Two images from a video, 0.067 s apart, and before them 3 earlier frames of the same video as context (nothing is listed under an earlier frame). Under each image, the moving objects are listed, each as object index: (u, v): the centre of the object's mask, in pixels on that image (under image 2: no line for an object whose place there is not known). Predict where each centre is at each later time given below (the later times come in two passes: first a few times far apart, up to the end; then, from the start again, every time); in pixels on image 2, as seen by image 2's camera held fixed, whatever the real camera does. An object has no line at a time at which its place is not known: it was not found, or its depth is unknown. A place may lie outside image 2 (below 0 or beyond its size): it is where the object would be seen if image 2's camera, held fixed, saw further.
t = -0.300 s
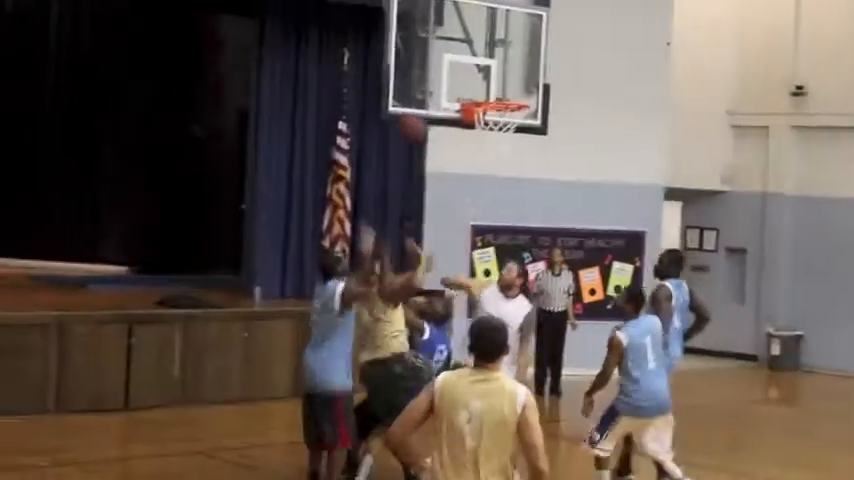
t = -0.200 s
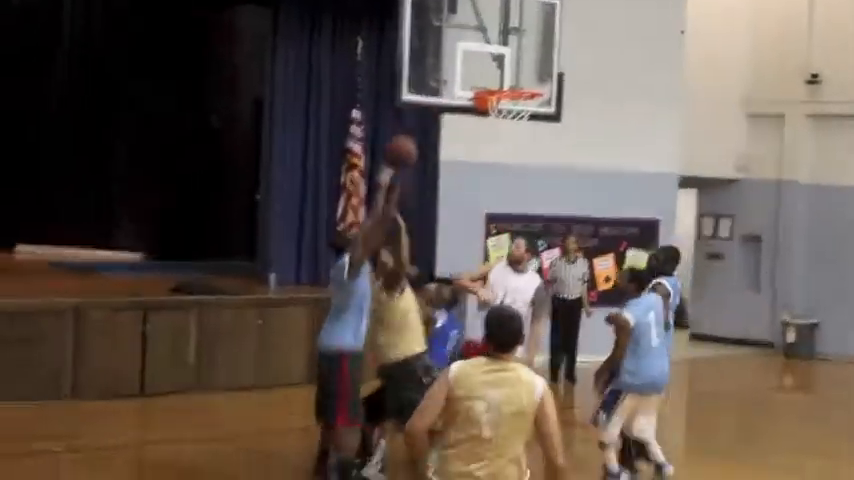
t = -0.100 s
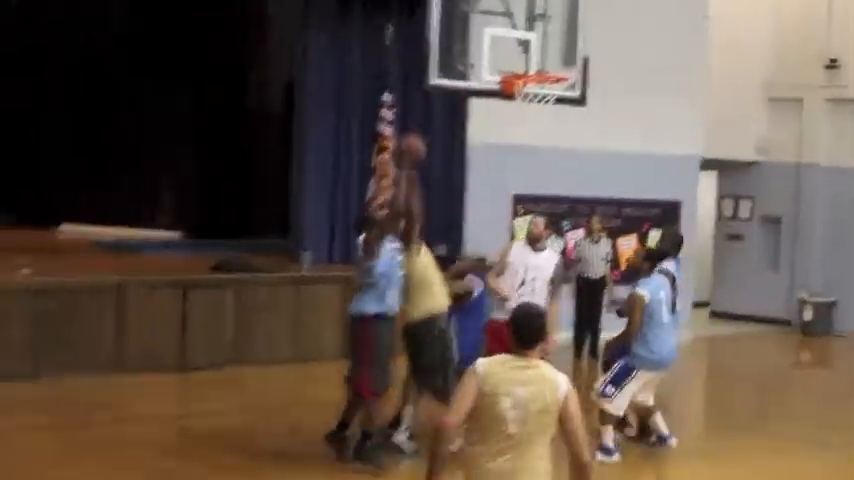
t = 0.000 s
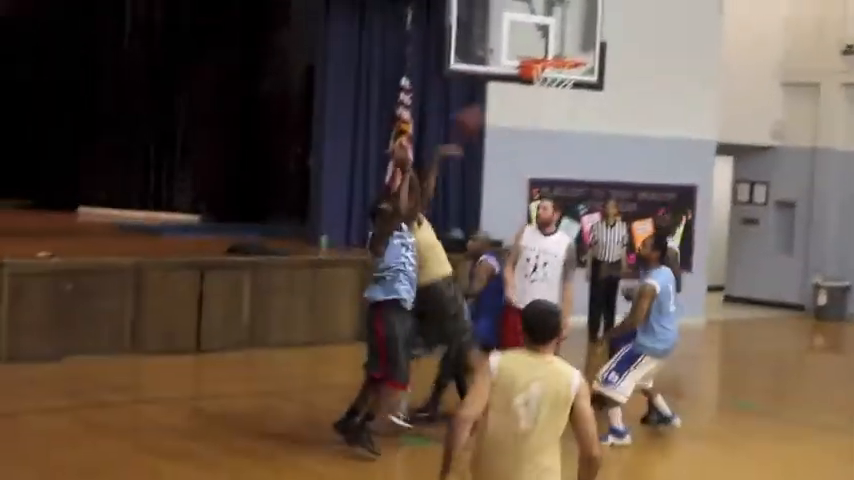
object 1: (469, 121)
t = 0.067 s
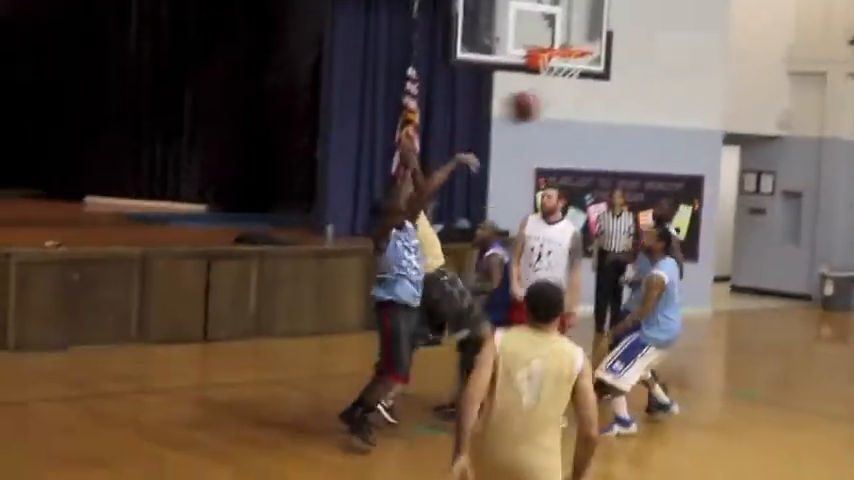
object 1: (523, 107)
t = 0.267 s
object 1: (670, 128)
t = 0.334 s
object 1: (717, 146)
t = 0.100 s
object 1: (547, 106)
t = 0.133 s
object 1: (571, 107)
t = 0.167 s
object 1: (596, 110)
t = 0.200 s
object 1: (620, 115)
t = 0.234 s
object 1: (646, 121)
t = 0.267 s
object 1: (670, 128)
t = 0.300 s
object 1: (695, 137)
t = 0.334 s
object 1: (717, 146)
